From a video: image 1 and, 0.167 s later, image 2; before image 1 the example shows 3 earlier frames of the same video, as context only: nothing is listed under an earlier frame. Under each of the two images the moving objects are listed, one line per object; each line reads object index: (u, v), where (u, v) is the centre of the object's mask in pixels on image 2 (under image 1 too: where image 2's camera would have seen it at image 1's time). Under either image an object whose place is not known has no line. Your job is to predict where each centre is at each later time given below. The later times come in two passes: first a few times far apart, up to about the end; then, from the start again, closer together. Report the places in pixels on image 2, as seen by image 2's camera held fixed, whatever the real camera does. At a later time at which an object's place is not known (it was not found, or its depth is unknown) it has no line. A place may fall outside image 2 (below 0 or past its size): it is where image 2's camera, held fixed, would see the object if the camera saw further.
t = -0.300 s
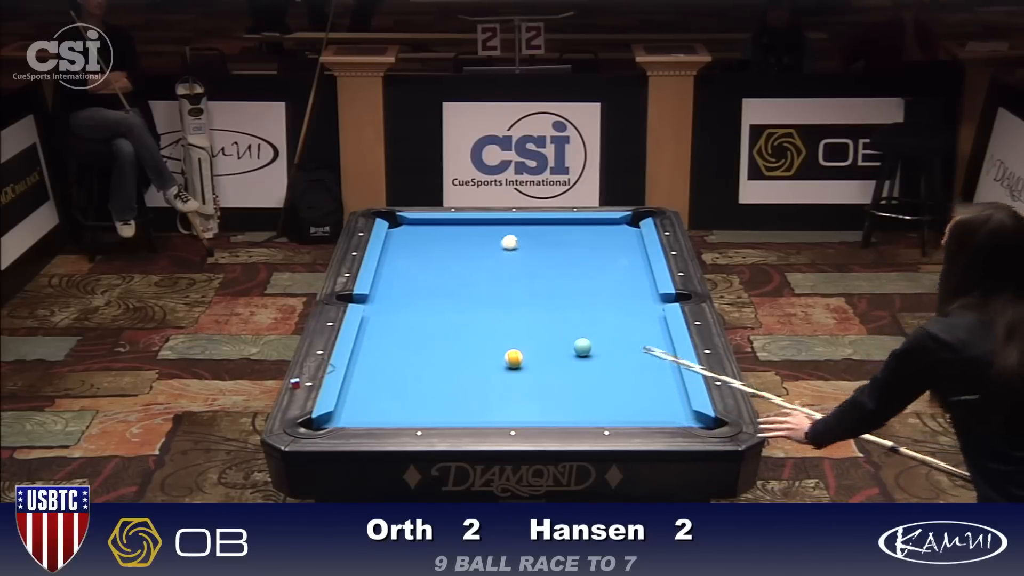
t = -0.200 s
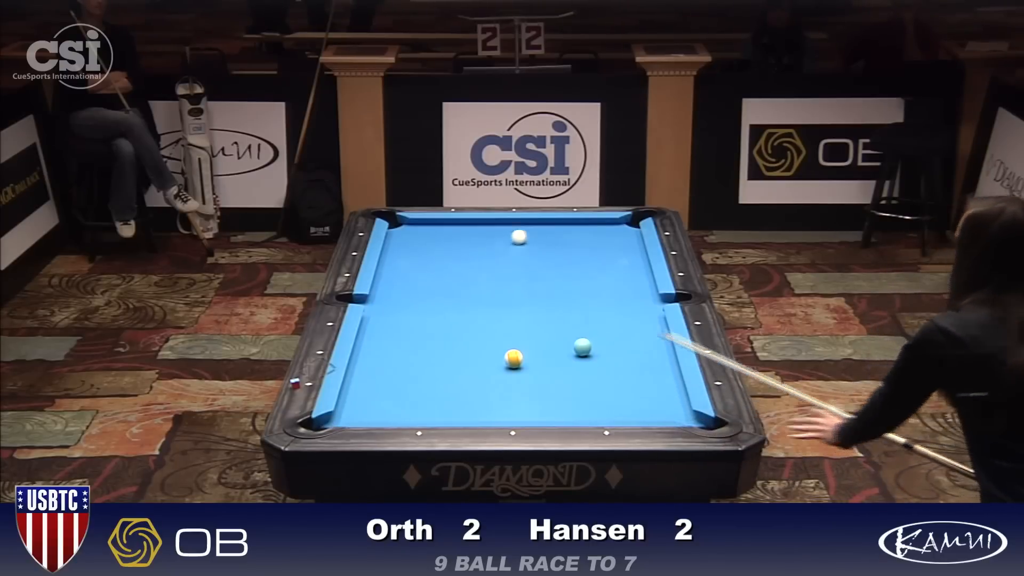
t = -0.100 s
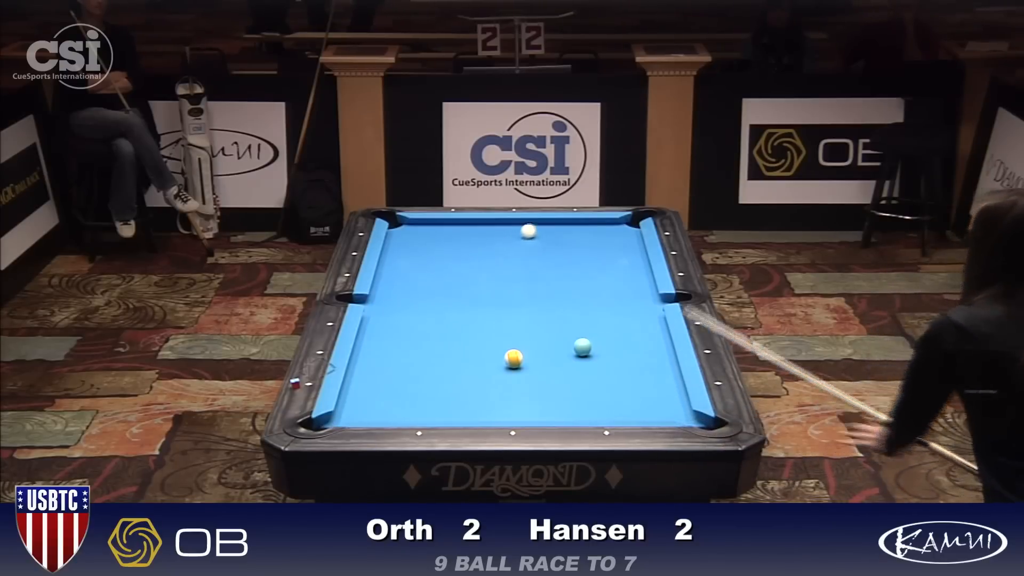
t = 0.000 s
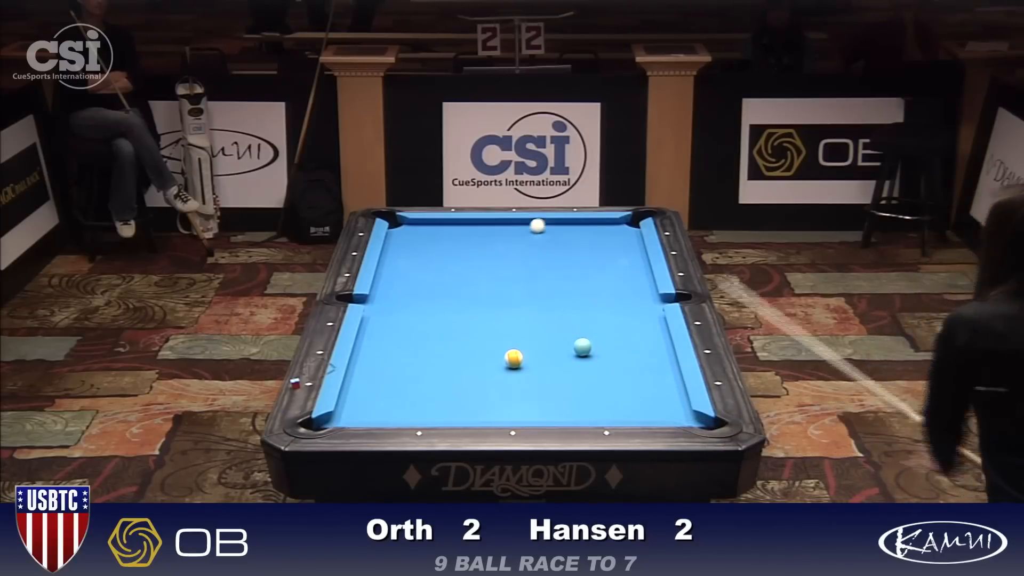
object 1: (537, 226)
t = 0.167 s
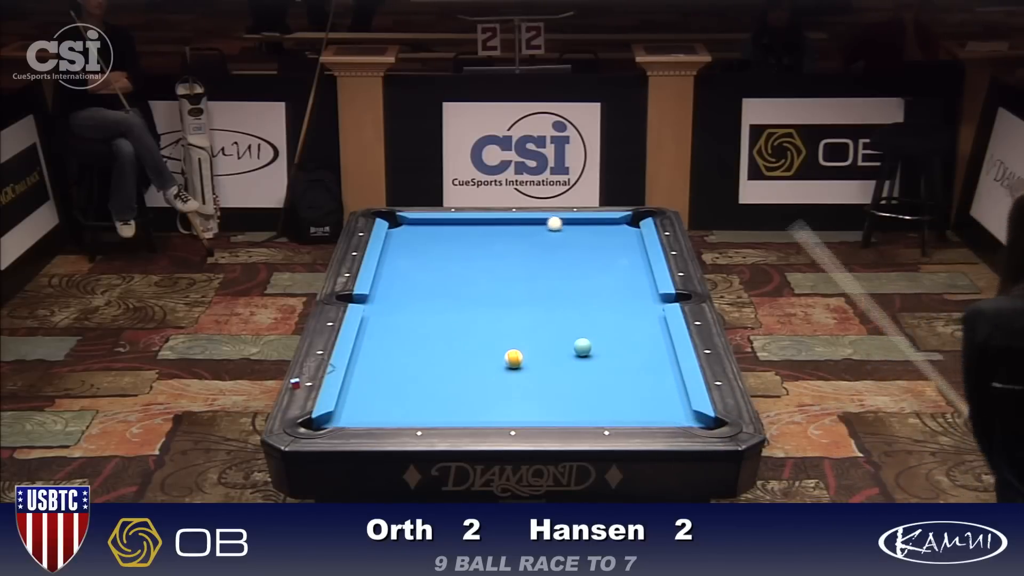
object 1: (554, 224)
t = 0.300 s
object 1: (570, 228)
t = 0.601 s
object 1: (605, 236)
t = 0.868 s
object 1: (636, 244)
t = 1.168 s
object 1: (621, 252)
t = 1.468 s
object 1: (603, 260)
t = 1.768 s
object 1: (586, 268)
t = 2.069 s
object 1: (570, 276)
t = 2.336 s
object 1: (555, 283)
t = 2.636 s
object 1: (540, 290)
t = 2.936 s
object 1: (525, 298)
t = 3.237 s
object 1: (510, 304)
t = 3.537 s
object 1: (496, 311)
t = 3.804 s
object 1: (484, 316)
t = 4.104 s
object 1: (472, 322)
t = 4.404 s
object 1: (460, 327)
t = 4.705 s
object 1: (449, 332)
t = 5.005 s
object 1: (439, 336)
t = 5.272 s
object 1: (431, 339)
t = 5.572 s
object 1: (423, 342)
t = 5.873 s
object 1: (416, 345)
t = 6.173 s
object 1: (410, 348)
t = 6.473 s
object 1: (405, 349)
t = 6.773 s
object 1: (402, 350)
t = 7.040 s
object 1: (400, 351)
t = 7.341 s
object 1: (399, 352)
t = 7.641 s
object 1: (400, 351)
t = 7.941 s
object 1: (400, 351)
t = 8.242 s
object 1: (400, 352)
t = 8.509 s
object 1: (400, 352)
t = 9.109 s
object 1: (400, 351)
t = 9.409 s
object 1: (400, 351)
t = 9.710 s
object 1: (400, 351)
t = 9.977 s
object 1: (400, 351)
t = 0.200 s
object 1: (558, 225)
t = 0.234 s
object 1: (562, 226)
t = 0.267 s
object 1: (566, 227)
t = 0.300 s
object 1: (570, 228)
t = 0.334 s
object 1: (574, 229)
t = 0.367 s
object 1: (578, 230)
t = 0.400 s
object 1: (581, 231)
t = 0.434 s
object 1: (585, 231)
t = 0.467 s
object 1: (589, 233)
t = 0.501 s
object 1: (593, 233)
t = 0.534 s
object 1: (597, 234)
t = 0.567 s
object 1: (601, 235)
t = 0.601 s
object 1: (605, 236)
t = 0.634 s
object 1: (609, 237)
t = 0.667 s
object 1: (612, 238)
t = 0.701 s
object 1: (616, 239)
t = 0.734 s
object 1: (620, 240)
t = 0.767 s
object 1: (624, 241)
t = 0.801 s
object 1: (628, 242)
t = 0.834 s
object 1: (632, 243)
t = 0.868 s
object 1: (636, 244)
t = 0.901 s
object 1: (637, 245)
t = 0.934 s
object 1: (635, 246)
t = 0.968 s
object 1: (632, 247)
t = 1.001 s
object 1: (631, 248)
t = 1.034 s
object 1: (628, 249)
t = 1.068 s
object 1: (626, 250)
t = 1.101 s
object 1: (624, 251)
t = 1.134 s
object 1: (622, 251)
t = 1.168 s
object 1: (621, 252)
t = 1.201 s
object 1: (619, 253)
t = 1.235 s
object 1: (617, 254)
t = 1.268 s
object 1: (615, 255)
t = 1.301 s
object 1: (613, 256)
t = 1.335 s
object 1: (611, 257)
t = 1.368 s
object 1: (609, 258)
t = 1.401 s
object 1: (607, 259)
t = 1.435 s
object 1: (605, 260)
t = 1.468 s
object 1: (603, 260)
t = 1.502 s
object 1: (601, 261)
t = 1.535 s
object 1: (599, 262)
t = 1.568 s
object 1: (597, 263)
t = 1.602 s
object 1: (595, 264)
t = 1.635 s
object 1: (594, 265)
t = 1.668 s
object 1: (592, 266)
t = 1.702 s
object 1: (590, 266)
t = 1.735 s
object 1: (588, 267)
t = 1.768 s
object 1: (586, 268)
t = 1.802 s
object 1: (584, 269)
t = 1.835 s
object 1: (582, 270)
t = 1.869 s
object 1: (580, 271)
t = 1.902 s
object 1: (579, 272)
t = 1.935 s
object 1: (577, 273)
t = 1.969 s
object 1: (575, 274)
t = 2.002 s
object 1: (573, 274)
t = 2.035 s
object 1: (571, 275)
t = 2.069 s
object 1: (570, 276)
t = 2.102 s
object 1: (568, 277)
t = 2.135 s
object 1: (566, 278)
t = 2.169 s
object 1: (564, 279)
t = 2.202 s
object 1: (562, 280)
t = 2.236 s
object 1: (560, 280)
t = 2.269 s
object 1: (559, 281)
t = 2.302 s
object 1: (557, 282)
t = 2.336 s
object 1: (555, 283)
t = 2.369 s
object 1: (553, 284)
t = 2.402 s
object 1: (552, 285)
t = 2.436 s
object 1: (550, 285)
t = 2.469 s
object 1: (548, 286)
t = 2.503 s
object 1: (547, 287)
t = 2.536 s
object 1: (545, 288)
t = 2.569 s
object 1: (543, 289)
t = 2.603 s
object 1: (541, 290)
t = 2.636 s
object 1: (540, 290)
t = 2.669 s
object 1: (538, 291)
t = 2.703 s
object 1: (536, 292)
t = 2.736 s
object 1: (535, 293)
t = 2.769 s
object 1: (533, 294)
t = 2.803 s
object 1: (531, 294)
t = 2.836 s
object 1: (529, 295)
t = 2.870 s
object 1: (528, 296)
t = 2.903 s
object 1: (526, 297)
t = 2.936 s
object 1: (525, 298)
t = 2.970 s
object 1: (523, 298)
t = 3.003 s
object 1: (521, 299)
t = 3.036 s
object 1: (520, 300)
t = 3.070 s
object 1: (518, 301)
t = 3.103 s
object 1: (517, 301)
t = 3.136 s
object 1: (515, 302)
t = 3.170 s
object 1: (513, 303)
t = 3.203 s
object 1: (512, 304)
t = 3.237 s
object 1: (510, 304)
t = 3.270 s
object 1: (509, 305)
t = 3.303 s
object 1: (507, 306)
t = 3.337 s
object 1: (506, 306)
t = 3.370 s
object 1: (504, 307)
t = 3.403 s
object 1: (502, 308)
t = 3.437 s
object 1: (501, 309)
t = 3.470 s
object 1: (499, 309)
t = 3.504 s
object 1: (498, 310)
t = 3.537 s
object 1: (496, 311)
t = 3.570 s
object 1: (495, 311)
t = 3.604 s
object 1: (493, 312)
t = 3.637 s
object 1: (492, 313)
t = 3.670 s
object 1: (490, 313)
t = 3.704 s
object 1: (489, 314)
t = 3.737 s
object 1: (488, 315)
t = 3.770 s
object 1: (486, 315)
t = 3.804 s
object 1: (484, 316)
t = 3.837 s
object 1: (483, 317)
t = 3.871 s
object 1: (482, 317)
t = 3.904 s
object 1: (480, 318)
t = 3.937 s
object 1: (479, 319)
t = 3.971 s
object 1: (477, 319)
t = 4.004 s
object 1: (476, 320)
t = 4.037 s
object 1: (475, 320)
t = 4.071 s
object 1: (473, 321)
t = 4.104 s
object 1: (472, 322)
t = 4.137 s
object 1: (471, 322)
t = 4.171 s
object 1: (469, 323)
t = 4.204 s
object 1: (468, 324)
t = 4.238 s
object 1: (467, 324)
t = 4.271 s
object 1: (465, 325)
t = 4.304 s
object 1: (464, 325)
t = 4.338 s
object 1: (463, 326)
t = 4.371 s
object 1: (462, 326)
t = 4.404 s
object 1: (460, 327)
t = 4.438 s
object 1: (459, 327)
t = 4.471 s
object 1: (458, 328)
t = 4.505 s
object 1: (457, 328)
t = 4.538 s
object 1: (455, 329)
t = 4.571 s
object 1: (454, 330)
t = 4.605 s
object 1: (453, 330)
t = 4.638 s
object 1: (452, 331)
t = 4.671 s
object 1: (451, 331)
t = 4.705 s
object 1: (449, 332)
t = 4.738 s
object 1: (448, 332)
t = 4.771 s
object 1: (447, 333)
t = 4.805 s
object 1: (446, 333)
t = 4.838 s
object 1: (445, 334)
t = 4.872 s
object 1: (443, 334)
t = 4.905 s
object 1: (442, 334)
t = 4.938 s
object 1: (441, 335)
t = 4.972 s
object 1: (440, 335)
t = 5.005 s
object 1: (439, 336)
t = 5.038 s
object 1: (438, 336)
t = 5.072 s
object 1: (437, 337)
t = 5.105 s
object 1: (436, 337)
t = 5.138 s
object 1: (435, 337)
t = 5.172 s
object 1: (434, 338)
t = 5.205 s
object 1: (433, 338)
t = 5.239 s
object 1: (432, 339)
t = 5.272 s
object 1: (431, 339)
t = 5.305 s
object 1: (430, 340)
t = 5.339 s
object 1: (429, 340)
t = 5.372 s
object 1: (428, 340)
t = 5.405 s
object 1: (427, 341)
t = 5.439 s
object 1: (426, 341)
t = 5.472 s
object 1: (425, 341)
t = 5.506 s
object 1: (424, 342)
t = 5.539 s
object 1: (424, 342)
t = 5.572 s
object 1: (423, 342)
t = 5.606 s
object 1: (422, 343)
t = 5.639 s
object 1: (421, 343)
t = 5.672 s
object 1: (420, 343)
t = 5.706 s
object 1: (420, 344)
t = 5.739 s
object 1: (419, 344)
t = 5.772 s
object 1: (418, 344)
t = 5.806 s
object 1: (417, 345)
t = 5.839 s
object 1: (416, 345)
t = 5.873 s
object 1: (416, 345)
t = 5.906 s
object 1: (415, 346)
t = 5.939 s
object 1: (414, 346)
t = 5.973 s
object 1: (414, 346)
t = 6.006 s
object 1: (413, 346)
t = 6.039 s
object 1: (413, 347)
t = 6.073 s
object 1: (412, 347)
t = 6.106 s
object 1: (411, 347)
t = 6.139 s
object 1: (411, 347)
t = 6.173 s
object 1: (410, 348)
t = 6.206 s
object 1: (409, 348)
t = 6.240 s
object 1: (409, 348)
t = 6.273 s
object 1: (408, 348)
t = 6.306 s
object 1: (408, 348)
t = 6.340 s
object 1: (407, 349)
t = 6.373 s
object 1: (407, 349)
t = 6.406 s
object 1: (406, 349)
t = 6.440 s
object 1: (406, 349)
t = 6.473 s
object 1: (405, 349)
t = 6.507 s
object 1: (405, 349)
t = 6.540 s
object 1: (404, 350)
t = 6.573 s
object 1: (404, 350)
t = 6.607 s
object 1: (404, 350)
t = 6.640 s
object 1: (403, 350)
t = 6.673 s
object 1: (403, 350)
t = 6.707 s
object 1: (403, 350)
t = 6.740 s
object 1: (402, 350)
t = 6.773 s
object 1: (402, 350)
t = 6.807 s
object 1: (402, 350)
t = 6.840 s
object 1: (401, 351)
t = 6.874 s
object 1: (401, 351)
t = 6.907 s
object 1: (401, 351)
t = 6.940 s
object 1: (401, 351)
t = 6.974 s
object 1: (401, 351)
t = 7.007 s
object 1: (400, 351)
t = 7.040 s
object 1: (400, 351)
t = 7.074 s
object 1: (400, 351)
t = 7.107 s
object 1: (400, 351)
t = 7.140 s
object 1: (400, 351)
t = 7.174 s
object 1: (400, 351)
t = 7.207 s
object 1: (400, 351)
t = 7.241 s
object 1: (400, 352)
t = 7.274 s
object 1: (399, 352)
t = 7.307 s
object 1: (399, 352)
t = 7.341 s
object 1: (399, 352)
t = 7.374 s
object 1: (399, 352)
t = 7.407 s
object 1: (399, 352)
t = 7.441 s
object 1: (399, 352)
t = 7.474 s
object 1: (399, 352)
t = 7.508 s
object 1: (400, 351)
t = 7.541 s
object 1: (400, 351)
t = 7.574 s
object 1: (400, 351)
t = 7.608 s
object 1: (400, 351)
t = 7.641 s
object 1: (400, 351)
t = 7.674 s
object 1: (400, 351)
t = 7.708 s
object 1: (400, 351)
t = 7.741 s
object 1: (400, 351)
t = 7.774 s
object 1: (400, 351)
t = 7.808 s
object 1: (400, 351)
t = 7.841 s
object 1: (400, 351)
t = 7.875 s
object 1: (400, 351)
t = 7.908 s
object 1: (400, 351)
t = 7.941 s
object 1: (400, 351)
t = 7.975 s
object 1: (400, 352)
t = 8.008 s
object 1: (400, 351)
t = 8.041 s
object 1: (400, 352)
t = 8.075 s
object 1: (400, 352)
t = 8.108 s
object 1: (400, 352)
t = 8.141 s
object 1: (400, 352)
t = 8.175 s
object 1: (400, 352)
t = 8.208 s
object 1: (400, 352)
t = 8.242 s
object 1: (400, 352)
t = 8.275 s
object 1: (400, 352)
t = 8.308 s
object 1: (400, 352)
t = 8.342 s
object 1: (400, 352)
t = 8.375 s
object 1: (400, 352)
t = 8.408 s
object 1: (400, 352)
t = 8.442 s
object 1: (400, 352)
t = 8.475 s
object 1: (399, 352)
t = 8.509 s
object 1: (400, 352)
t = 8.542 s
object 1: (400, 352)
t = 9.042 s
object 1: (400, 351)
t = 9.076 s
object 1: (400, 351)
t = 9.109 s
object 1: (400, 351)
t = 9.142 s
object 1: (400, 351)
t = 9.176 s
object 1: (400, 351)
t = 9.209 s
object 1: (400, 351)
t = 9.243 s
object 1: (400, 351)
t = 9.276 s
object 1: (400, 351)
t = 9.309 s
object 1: (400, 351)
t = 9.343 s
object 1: (400, 351)
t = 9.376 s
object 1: (400, 351)
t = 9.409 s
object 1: (400, 351)
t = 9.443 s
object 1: (400, 351)
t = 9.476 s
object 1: (400, 351)
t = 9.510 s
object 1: (400, 351)
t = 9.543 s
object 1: (400, 351)
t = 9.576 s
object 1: (400, 351)
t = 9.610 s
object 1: (400, 351)
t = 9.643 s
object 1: (400, 351)
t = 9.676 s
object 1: (400, 351)
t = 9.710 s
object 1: (400, 351)
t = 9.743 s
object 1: (400, 351)
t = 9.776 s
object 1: (400, 351)
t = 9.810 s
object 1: (400, 351)
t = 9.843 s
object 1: (400, 351)
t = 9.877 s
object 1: (400, 351)
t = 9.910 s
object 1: (400, 351)
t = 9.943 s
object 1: (400, 351)
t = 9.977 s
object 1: (400, 351)
